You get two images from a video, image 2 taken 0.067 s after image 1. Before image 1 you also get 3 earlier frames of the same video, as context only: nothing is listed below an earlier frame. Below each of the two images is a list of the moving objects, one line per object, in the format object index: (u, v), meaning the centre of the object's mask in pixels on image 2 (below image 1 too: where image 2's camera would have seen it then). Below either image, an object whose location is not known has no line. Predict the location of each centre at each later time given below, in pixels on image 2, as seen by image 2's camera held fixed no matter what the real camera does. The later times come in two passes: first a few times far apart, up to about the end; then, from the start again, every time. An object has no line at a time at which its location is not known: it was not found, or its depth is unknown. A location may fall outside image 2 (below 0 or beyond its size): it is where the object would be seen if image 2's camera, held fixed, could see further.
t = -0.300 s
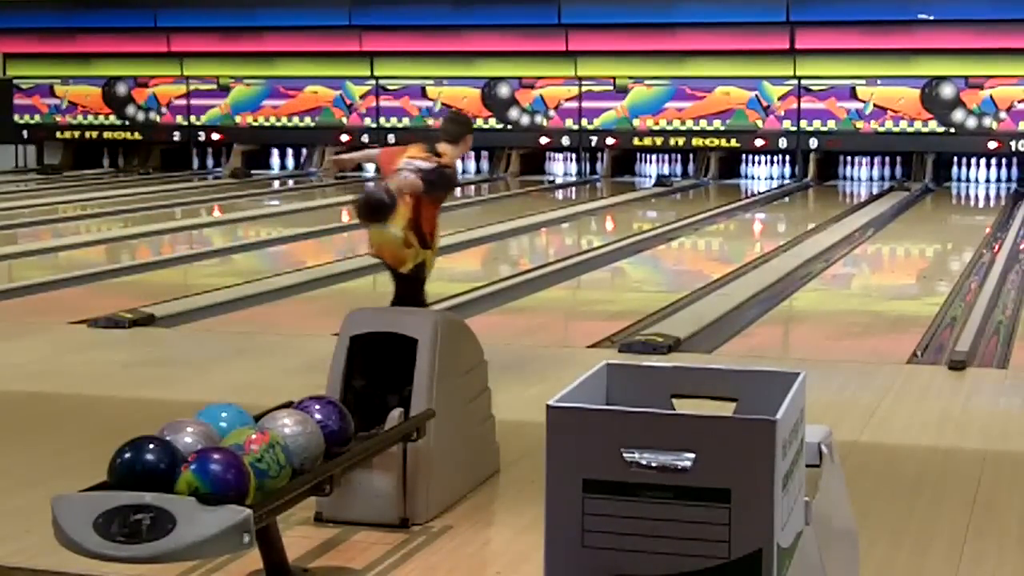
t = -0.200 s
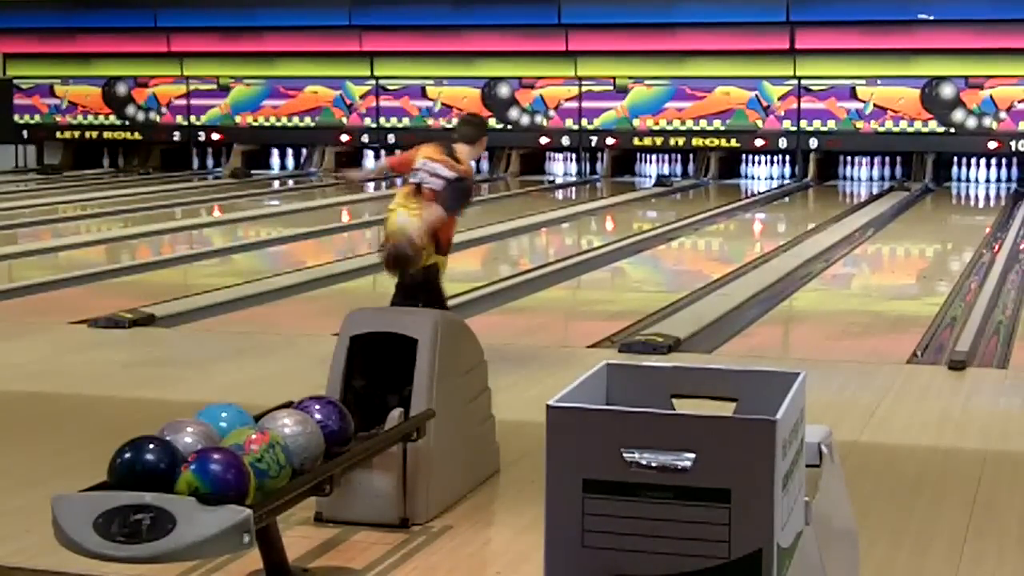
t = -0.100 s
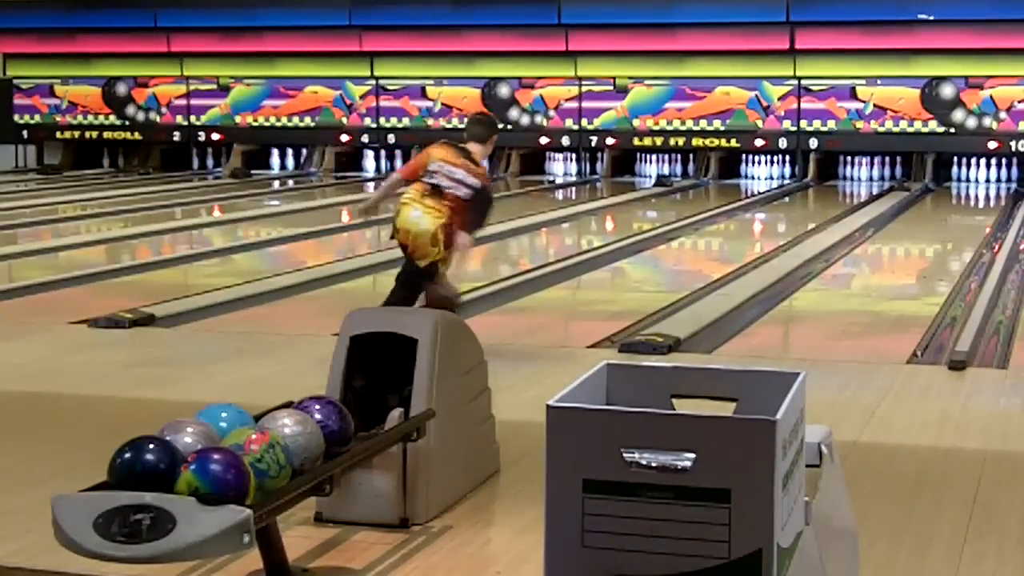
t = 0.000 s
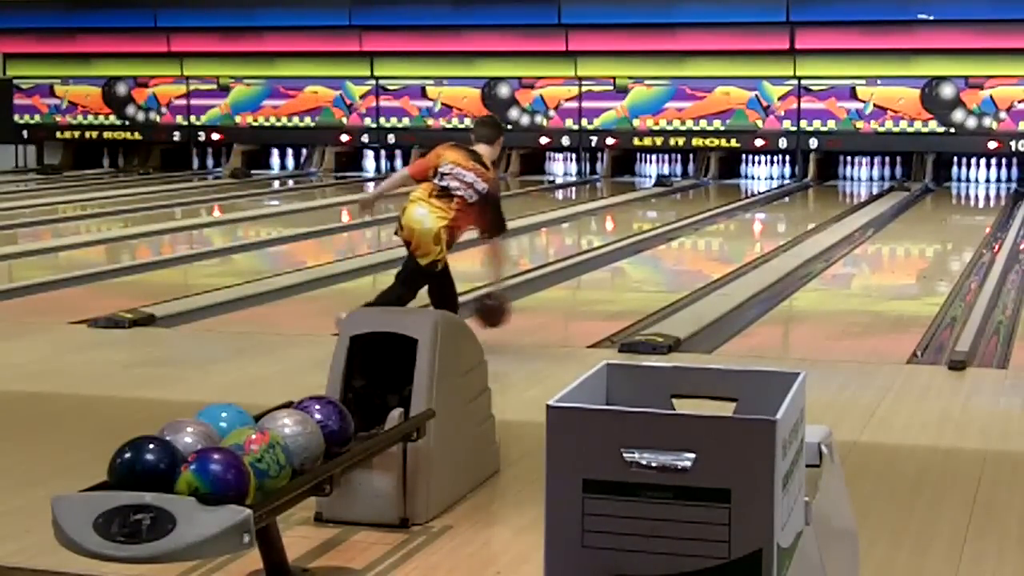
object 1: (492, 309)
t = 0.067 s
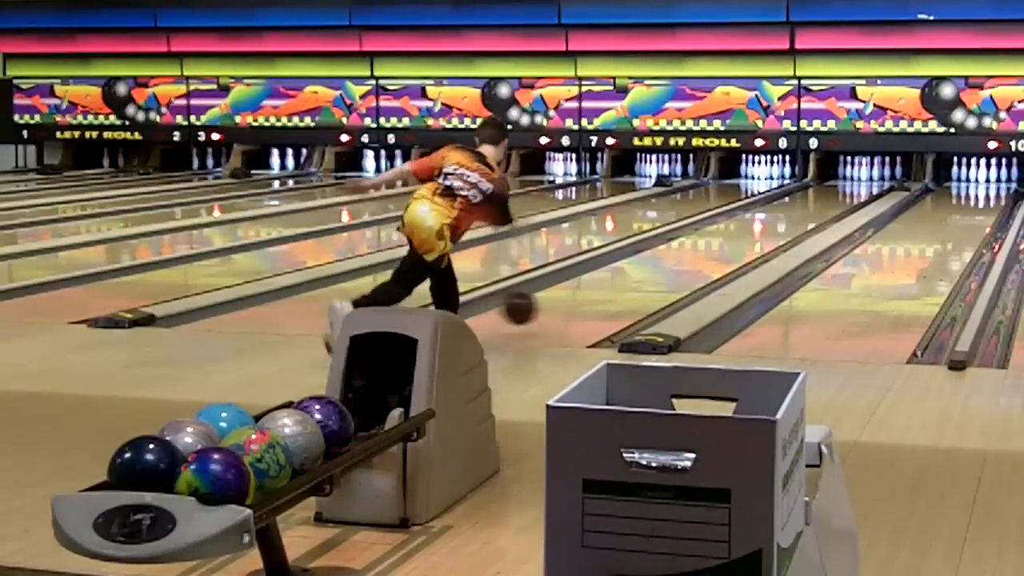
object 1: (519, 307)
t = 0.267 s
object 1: (589, 294)
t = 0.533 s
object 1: (661, 266)
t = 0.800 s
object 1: (714, 246)
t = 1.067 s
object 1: (755, 229)
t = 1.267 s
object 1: (781, 219)
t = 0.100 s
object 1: (532, 309)
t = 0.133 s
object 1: (545, 310)
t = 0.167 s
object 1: (556, 305)
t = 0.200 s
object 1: (568, 301)
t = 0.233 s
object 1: (578, 297)
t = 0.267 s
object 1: (589, 294)
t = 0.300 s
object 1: (599, 289)
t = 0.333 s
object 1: (609, 286)
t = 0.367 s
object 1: (618, 282)
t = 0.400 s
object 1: (627, 279)
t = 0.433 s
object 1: (635, 276)
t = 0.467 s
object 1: (644, 273)
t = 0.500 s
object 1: (652, 269)
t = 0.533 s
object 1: (661, 266)
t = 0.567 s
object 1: (667, 263)
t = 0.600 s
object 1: (675, 261)
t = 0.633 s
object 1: (682, 257)
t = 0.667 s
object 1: (689, 254)
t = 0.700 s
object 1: (695, 253)
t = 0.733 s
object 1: (702, 250)
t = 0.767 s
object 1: (708, 248)
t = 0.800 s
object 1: (714, 246)
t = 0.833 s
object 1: (720, 243)
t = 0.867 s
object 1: (725, 241)
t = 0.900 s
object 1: (731, 239)
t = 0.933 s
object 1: (736, 237)
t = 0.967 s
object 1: (741, 235)
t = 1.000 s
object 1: (745, 233)
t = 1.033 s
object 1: (751, 231)
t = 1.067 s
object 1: (755, 229)
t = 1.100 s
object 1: (760, 227)
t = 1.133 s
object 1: (765, 226)
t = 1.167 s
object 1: (770, 224)
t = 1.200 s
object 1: (772, 222)
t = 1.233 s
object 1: (777, 221)
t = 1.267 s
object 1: (781, 219)
